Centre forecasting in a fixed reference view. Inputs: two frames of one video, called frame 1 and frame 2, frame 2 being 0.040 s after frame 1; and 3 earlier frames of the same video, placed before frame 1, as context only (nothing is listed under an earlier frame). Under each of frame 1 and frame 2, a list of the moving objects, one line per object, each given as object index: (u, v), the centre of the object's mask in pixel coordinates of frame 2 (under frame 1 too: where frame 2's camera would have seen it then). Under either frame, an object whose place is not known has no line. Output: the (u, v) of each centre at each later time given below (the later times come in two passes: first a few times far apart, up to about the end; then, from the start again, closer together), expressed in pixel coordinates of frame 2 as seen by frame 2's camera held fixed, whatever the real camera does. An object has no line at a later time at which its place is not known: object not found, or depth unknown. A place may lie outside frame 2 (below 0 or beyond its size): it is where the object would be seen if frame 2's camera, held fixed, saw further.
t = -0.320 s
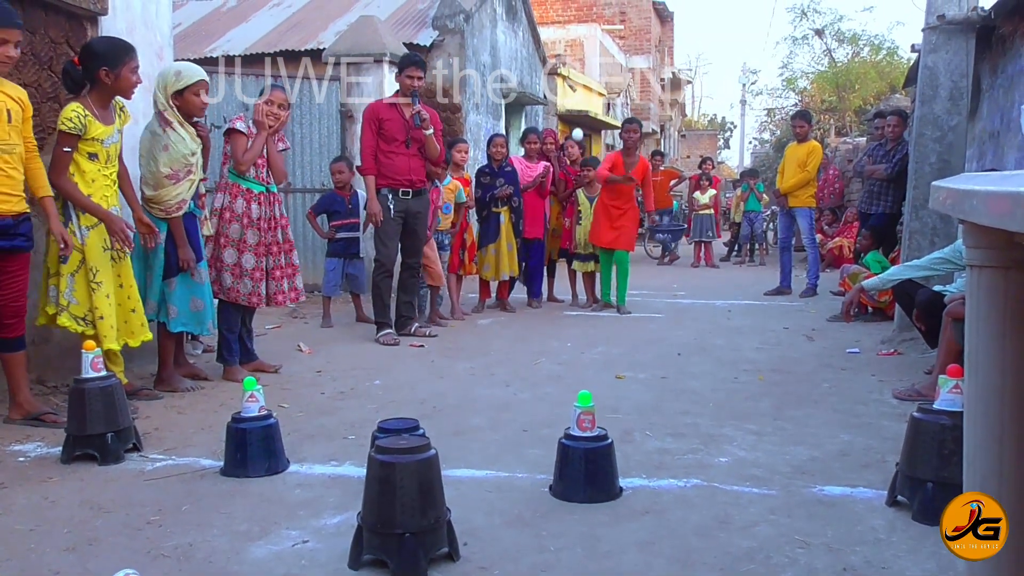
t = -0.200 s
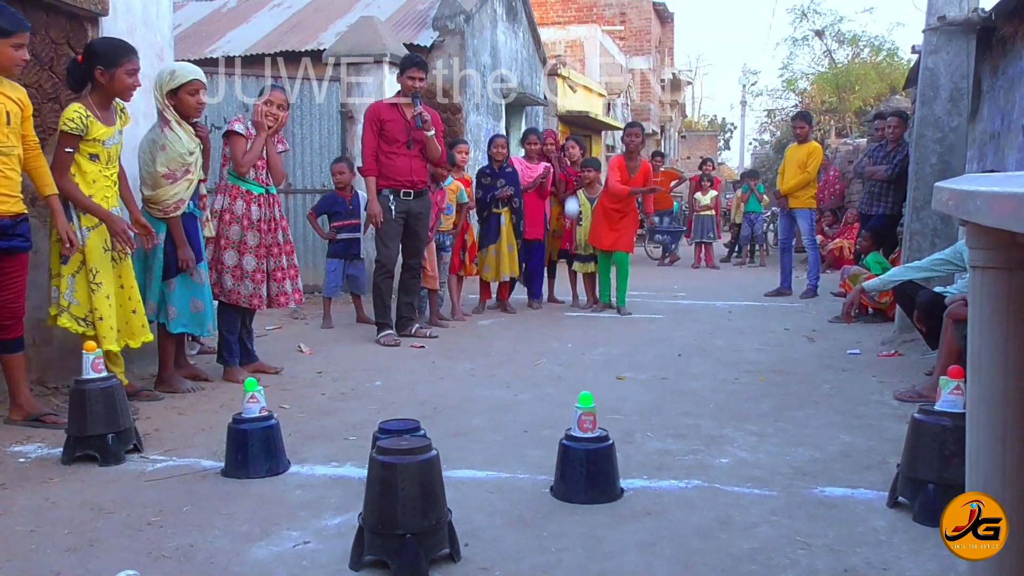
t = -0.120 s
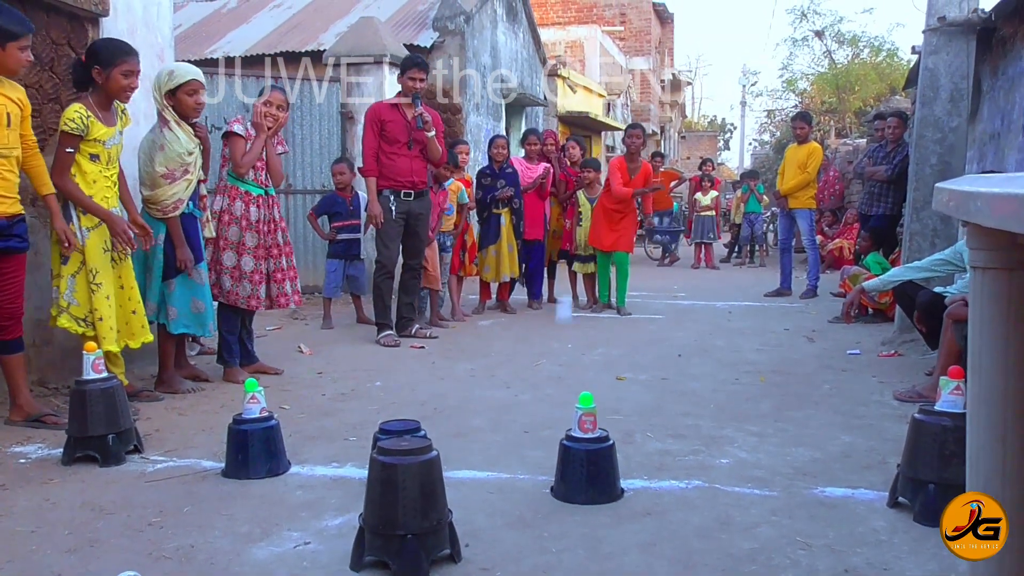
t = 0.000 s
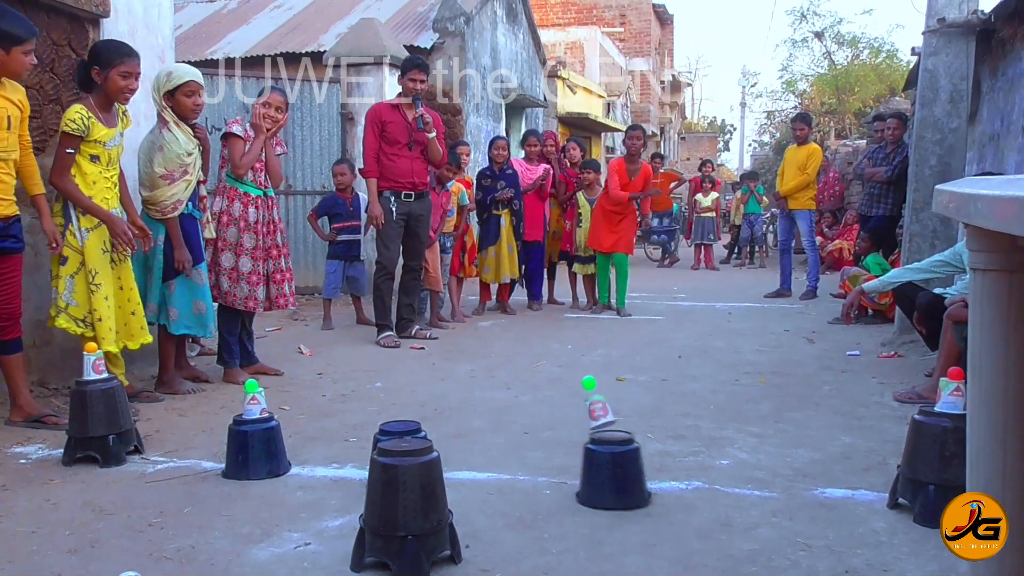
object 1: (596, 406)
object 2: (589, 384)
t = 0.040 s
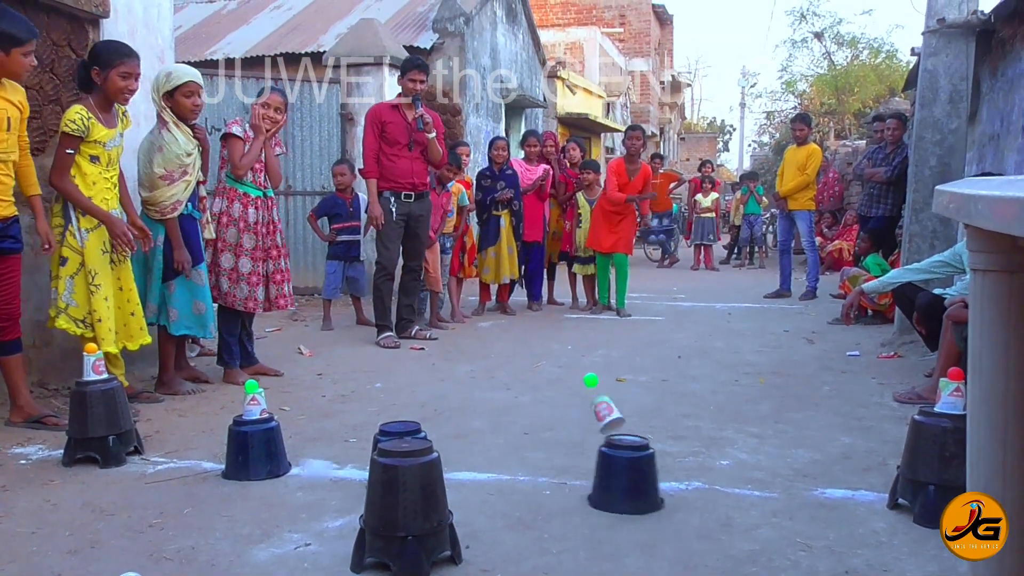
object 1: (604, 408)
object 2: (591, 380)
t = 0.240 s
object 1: (619, 445)
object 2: (602, 453)
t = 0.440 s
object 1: (608, 463)
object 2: (589, 453)
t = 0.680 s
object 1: (618, 475)
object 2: (568, 488)
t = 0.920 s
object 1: (622, 471)
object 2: (563, 499)
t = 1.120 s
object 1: (625, 468)
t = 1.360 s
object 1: (629, 465)
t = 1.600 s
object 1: (633, 462)
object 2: (566, 498)
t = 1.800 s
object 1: (635, 459)
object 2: (565, 498)
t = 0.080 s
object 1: (611, 413)
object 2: (593, 383)
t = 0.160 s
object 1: (621, 423)
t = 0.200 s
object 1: (621, 433)
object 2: (600, 426)
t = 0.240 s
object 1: (619, 445)
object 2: (602, 453)
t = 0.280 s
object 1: (617, 464)
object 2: (604, 488)
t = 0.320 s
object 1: (614, 473)
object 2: (601, 477)
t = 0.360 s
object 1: (611, 473)
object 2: (596, 463)
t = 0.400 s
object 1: (610, 465)
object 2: (592, 455)
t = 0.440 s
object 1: (608, 463)
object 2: (589, 453)
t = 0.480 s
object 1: (607, 465)
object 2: (585, 456)
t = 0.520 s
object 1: (606, 473)
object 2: (581, 466)
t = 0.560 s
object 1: (606, 476)
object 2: (576, 483)
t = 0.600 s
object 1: (615, 473)
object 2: (572, 499)
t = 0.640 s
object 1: (616, 475)
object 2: (570, 490)
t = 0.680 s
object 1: (618, 475)
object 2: (568, 488)
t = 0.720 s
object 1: (619, 475)
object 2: (566, 492)
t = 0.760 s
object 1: (619, 474)
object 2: (564, 501)
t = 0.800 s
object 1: (620, 473)
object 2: (564, 500)
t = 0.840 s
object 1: (621, 472)
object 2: (565, 499)
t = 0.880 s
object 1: (621, 472)
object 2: (564, 499)
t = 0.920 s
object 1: (622, 471)
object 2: (563, 499)
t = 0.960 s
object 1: (622, 470)
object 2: (562, 499)
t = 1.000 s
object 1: (623, 469)
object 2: (562, 498)
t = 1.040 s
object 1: (624, 469)
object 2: (561, 498)
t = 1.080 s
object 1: (624, 469)
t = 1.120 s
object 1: (625, 468)
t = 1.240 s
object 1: (626, 467)
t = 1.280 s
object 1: (627, 466)
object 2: (563, 498)
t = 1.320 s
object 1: (628, 466)
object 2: (564, 498)
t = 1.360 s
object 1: (629, 465)
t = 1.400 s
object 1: (630, 465)
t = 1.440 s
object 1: (631, 464)
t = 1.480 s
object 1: (631, 463)
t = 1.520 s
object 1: (631, 463)
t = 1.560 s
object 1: (632, 462)
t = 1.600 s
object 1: (633, 462)
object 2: (566, 498)
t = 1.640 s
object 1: (633, 461)
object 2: (565, 498)
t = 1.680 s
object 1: (633, 461)
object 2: (565, 498)
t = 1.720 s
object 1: (634, 460)
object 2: (566, 498)
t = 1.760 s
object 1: (634, 460)
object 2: (566, 498)
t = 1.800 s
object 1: (635, 459)
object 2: (565, 498)
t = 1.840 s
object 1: (635, 459)
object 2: (565, 498)
